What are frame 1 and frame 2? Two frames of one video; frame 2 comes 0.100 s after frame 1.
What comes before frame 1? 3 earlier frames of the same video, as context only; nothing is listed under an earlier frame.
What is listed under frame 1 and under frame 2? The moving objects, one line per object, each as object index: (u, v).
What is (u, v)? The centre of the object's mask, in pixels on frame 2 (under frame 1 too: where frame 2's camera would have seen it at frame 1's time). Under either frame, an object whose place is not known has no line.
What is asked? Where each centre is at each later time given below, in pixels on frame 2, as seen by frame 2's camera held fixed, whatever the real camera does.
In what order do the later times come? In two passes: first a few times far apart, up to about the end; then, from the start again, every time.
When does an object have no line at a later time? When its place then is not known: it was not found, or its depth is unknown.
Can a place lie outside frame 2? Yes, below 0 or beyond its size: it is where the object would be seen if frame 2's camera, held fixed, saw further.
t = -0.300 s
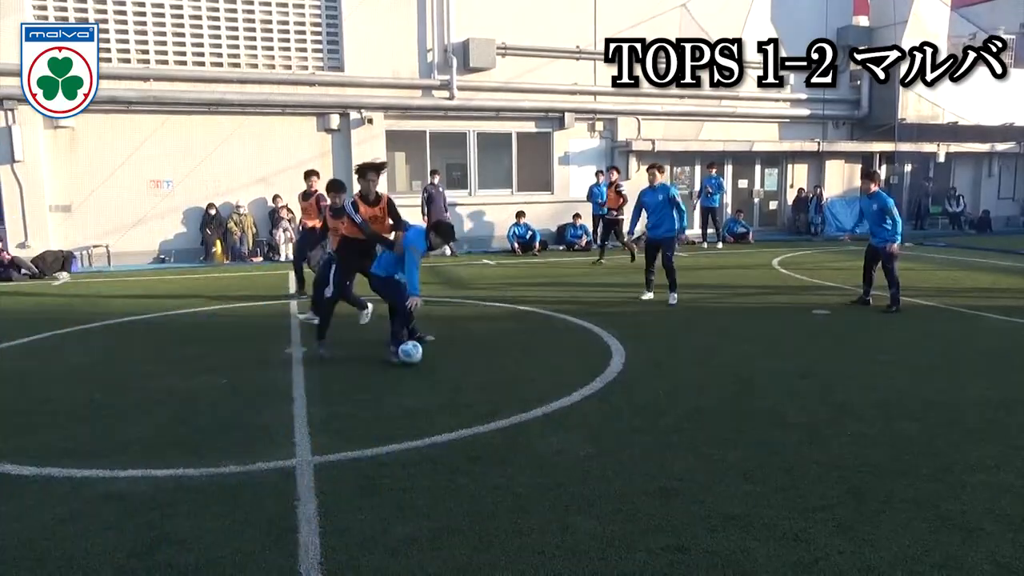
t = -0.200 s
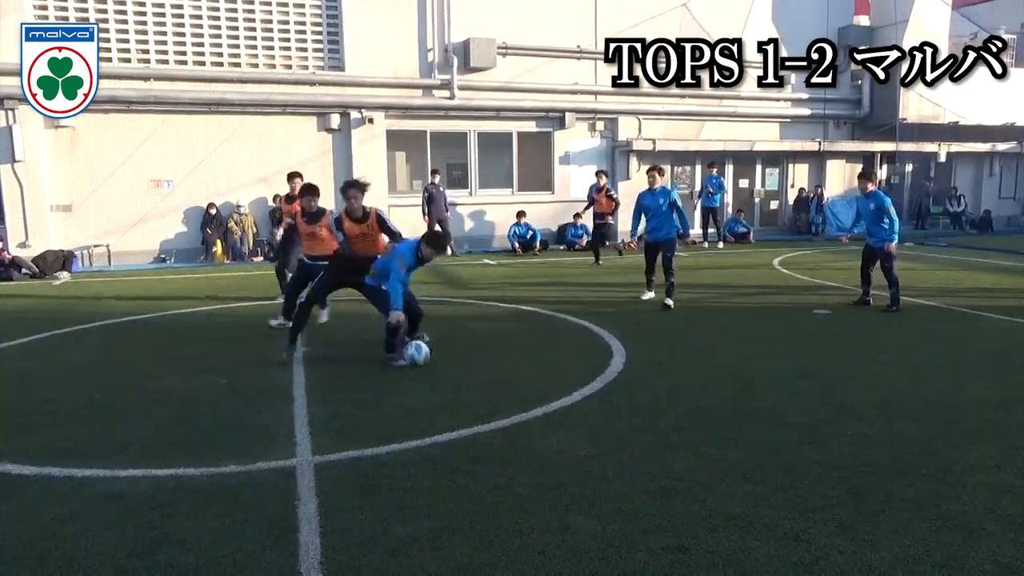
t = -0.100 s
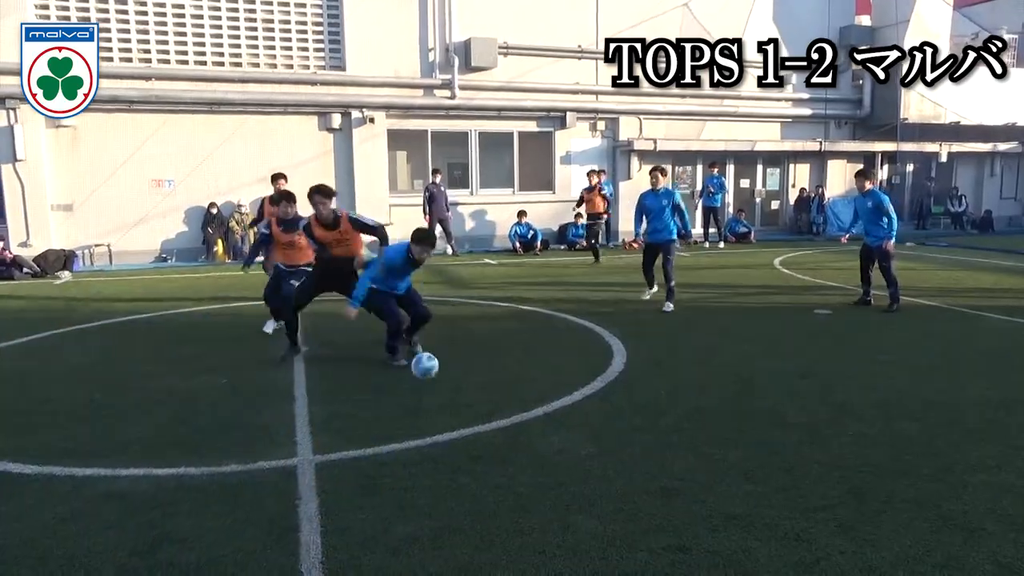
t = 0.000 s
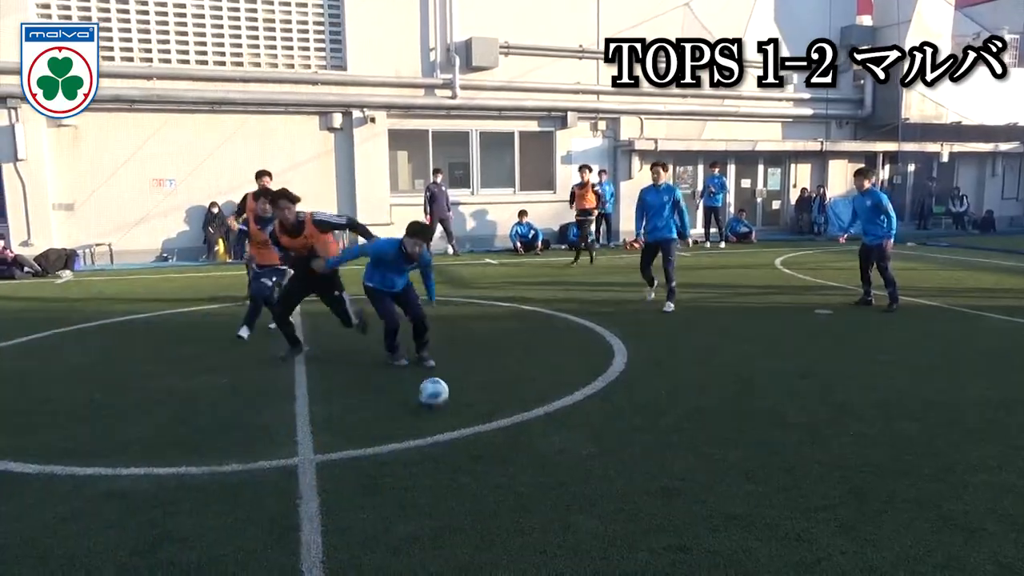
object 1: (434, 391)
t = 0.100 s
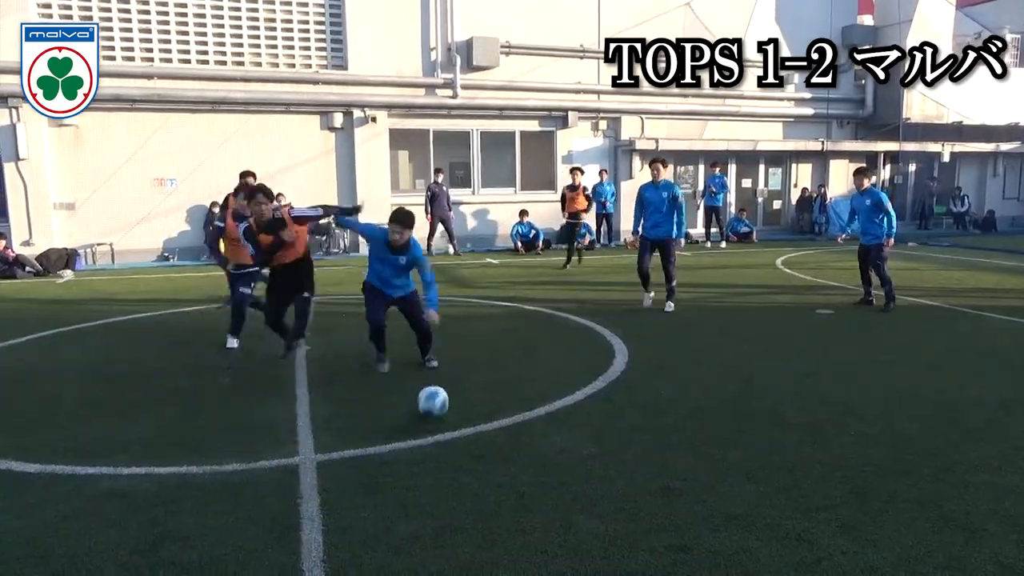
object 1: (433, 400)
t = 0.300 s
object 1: (419, 429)
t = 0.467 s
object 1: (403, 457)
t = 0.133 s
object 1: (432, 407)
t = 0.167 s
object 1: (430, 413)
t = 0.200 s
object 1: (428, 416)
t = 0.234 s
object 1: (425, 422)
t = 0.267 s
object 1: (422, 424)
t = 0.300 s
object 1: (419, 429)
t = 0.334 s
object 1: (417, 435)
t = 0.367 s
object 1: (413, 441)
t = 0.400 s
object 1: (410, 446)
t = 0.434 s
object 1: (407, 452)
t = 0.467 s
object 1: (403, 457)
